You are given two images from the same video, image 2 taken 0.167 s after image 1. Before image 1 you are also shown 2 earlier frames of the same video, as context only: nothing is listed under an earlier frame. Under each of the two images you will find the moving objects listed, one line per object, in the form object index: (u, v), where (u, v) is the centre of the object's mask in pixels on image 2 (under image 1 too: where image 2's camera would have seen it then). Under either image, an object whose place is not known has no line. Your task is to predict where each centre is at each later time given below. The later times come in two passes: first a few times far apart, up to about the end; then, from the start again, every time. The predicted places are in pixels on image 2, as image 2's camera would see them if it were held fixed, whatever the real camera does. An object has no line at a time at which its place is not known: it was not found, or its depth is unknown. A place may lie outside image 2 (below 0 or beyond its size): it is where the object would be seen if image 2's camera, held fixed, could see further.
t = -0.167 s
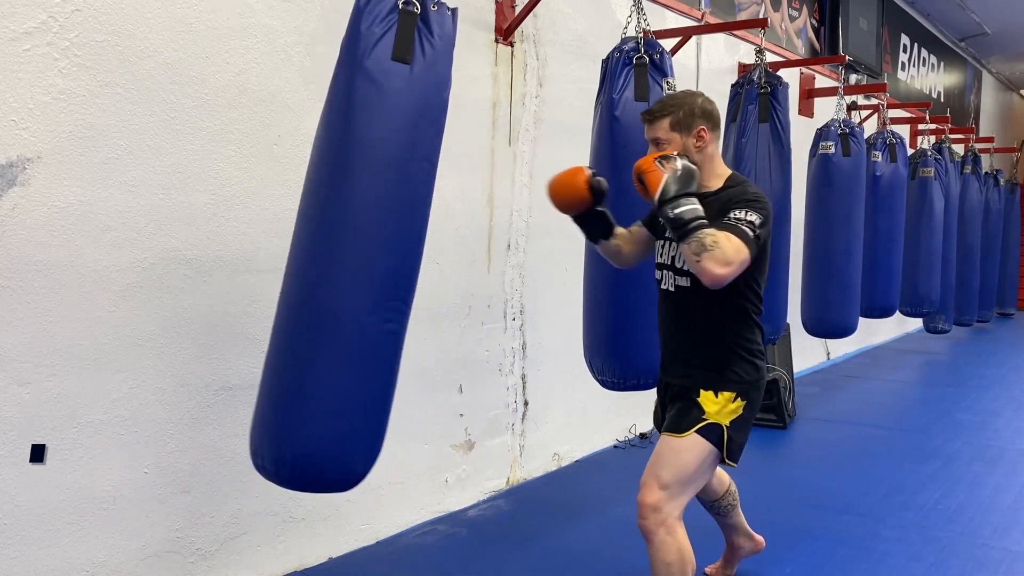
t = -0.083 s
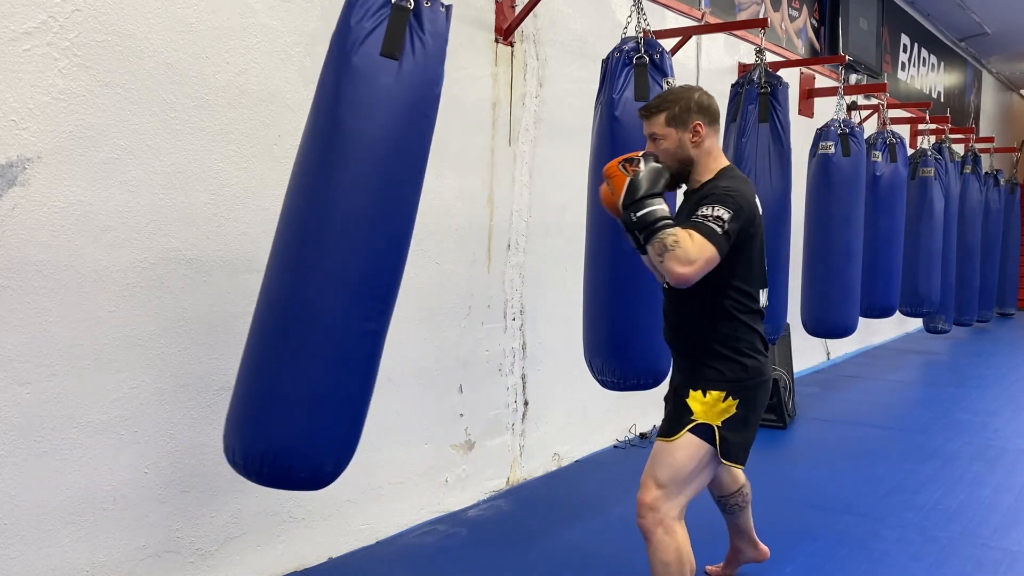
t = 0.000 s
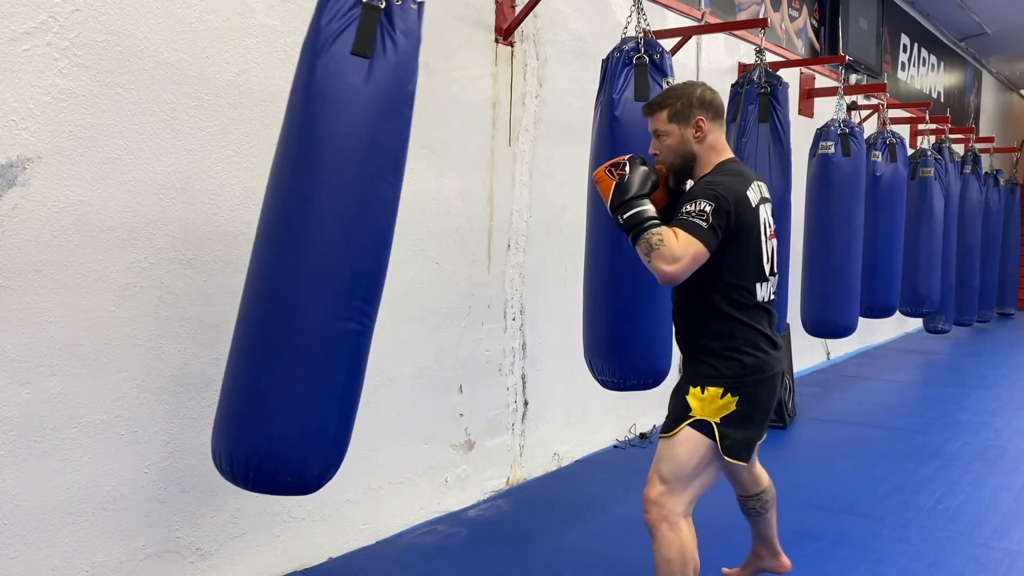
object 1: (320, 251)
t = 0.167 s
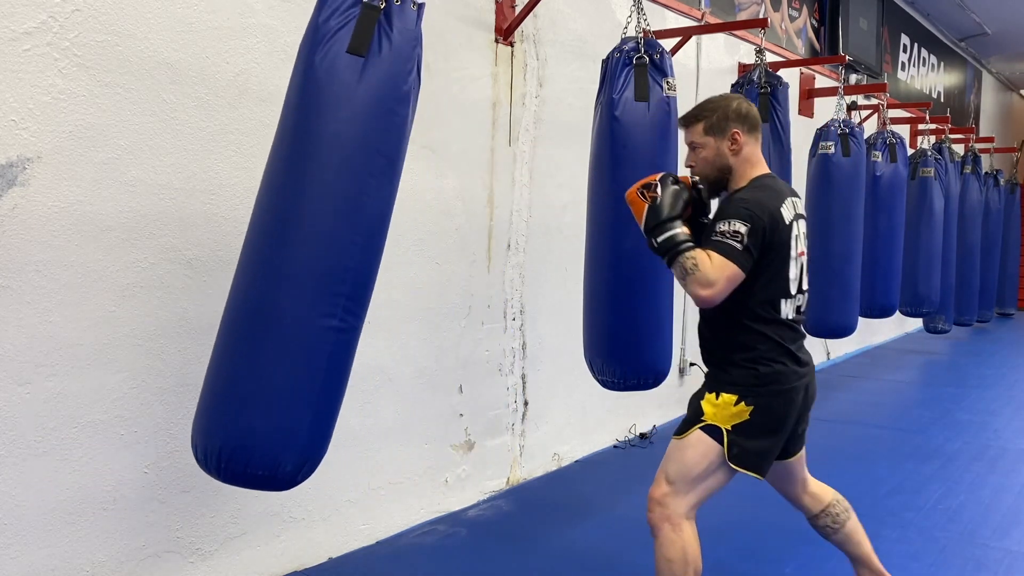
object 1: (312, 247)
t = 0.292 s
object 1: (317, 245)
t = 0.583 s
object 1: (366, 244)
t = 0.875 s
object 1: (430, 238)
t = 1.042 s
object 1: (460, 232)
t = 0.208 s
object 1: (313, 245)
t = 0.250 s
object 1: (315, 244)
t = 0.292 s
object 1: (317, 245)
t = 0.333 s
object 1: (321, 246)
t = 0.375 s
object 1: (328, 245)
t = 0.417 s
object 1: (334, 245)
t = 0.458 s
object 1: (343, 246)
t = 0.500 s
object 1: (348, 245)
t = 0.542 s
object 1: (358, 244)
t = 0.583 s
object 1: (366, 244)
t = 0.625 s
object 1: (378, 244)
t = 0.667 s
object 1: (386, 244)
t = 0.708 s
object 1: (397, 242)
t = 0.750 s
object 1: (404, 242)
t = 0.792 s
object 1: (411, 240)
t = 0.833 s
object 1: (423, 238)
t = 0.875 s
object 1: (430, 238)
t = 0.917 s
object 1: (440, 237)
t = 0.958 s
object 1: (447, 236)
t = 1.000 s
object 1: (455, 234)
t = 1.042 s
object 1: (460, 232)
